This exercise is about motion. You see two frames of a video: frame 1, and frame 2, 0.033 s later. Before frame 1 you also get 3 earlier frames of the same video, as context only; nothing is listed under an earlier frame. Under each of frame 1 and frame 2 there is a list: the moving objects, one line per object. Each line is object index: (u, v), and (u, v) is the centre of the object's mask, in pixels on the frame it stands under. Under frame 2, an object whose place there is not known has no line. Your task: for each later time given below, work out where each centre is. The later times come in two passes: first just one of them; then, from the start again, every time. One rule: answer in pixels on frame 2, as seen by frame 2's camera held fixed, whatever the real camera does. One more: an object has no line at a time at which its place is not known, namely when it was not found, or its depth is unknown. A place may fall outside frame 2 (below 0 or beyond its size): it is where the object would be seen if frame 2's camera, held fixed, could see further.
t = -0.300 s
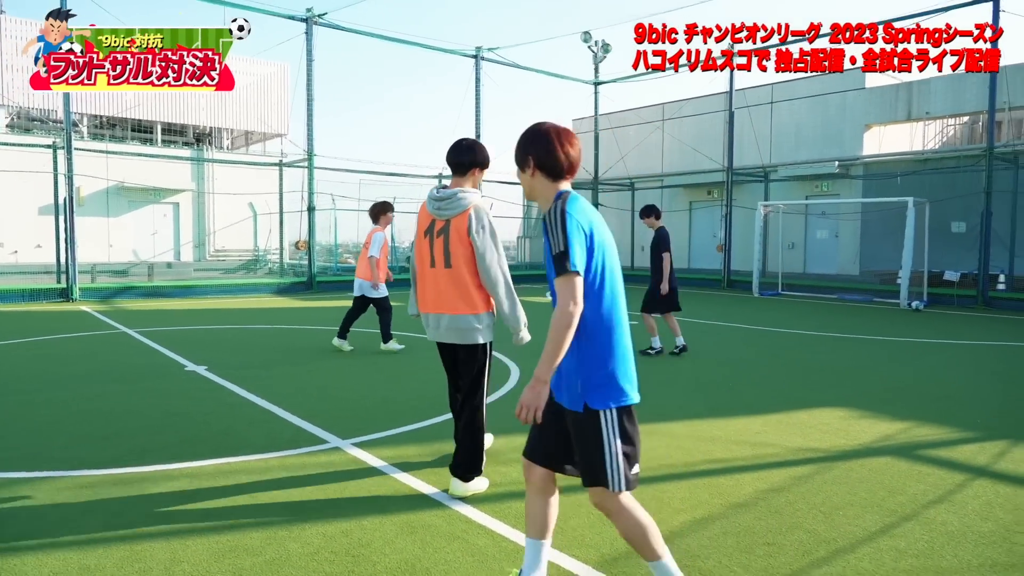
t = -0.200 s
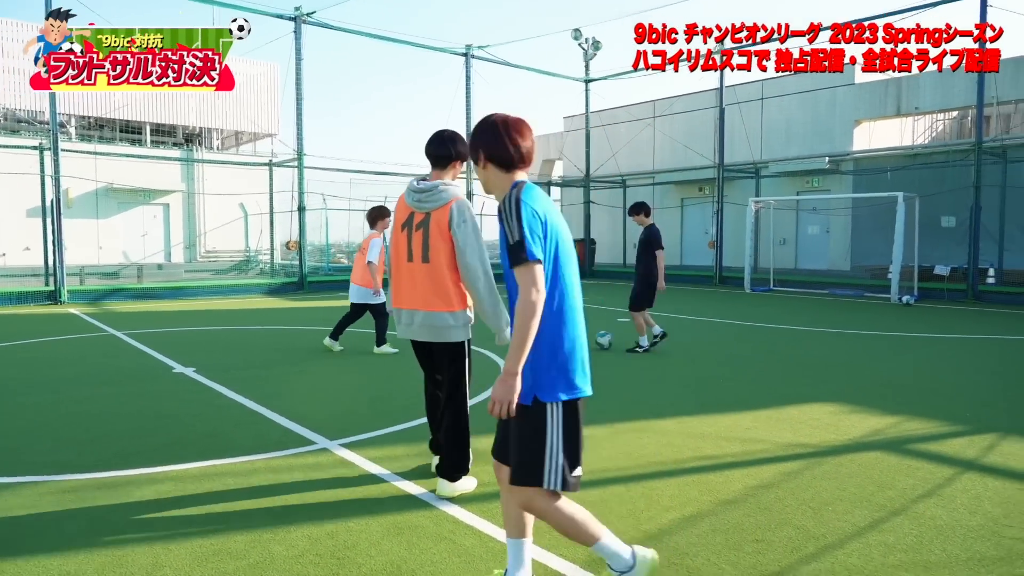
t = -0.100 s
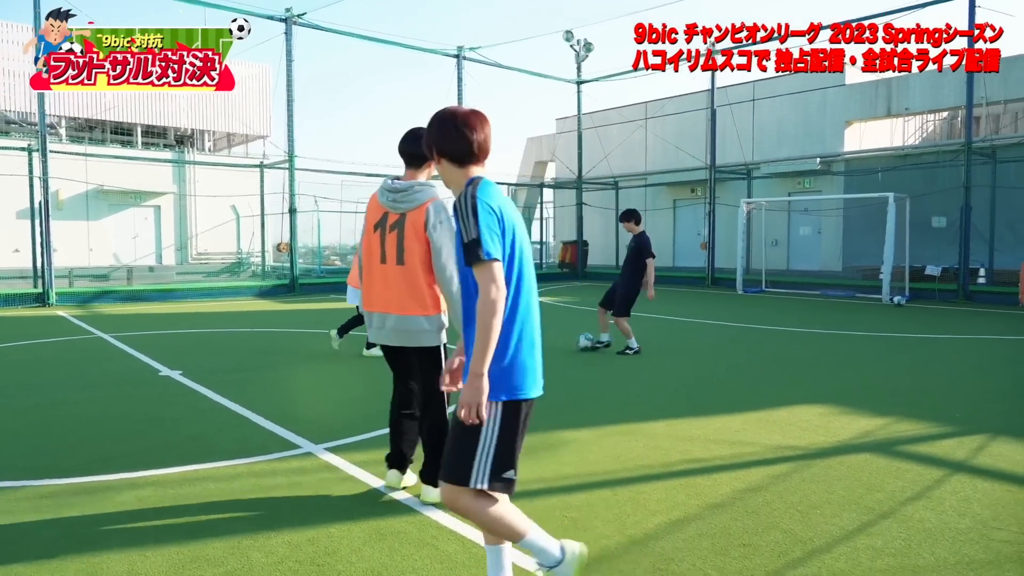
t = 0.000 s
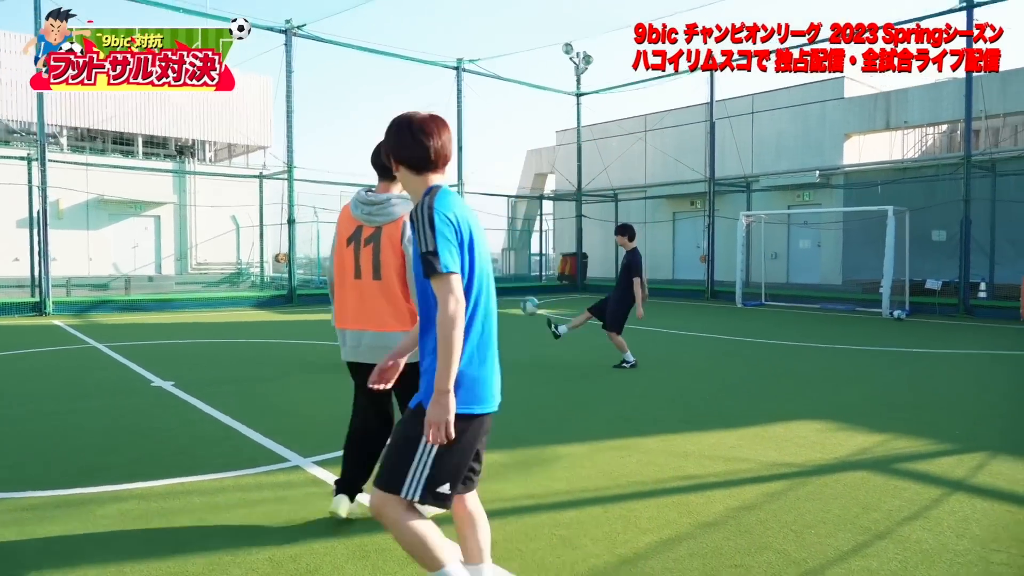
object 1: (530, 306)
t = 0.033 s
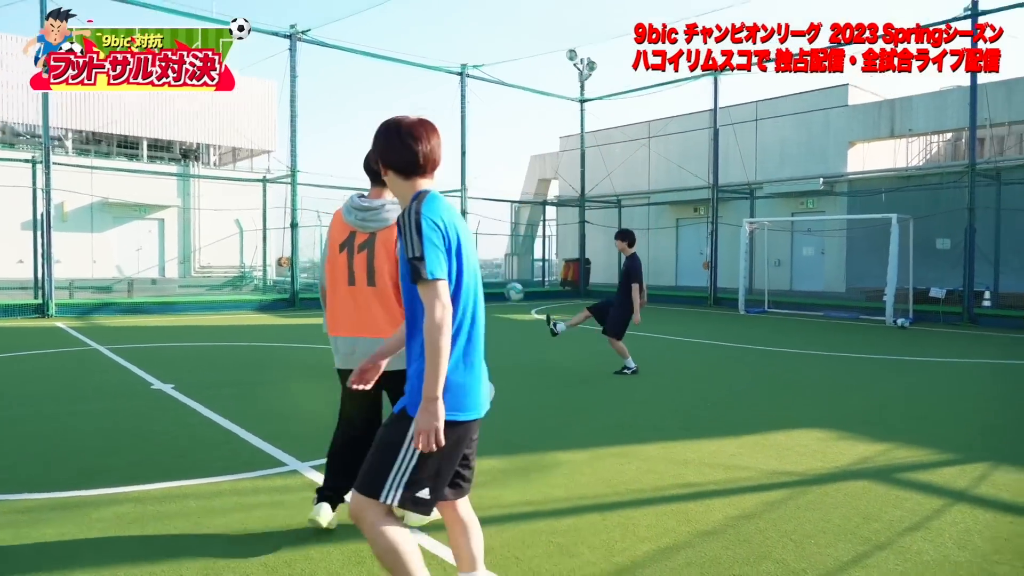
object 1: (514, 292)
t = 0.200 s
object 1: (421, 207)
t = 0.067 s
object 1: (496, 276)
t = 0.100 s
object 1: (478, 256)
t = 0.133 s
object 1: (459, 238)
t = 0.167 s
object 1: (440, 222)
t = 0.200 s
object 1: (421, 207)
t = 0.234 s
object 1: (401, 192)
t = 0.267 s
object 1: (382, 178)
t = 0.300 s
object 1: (362, 165)
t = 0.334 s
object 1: (341, 153)
